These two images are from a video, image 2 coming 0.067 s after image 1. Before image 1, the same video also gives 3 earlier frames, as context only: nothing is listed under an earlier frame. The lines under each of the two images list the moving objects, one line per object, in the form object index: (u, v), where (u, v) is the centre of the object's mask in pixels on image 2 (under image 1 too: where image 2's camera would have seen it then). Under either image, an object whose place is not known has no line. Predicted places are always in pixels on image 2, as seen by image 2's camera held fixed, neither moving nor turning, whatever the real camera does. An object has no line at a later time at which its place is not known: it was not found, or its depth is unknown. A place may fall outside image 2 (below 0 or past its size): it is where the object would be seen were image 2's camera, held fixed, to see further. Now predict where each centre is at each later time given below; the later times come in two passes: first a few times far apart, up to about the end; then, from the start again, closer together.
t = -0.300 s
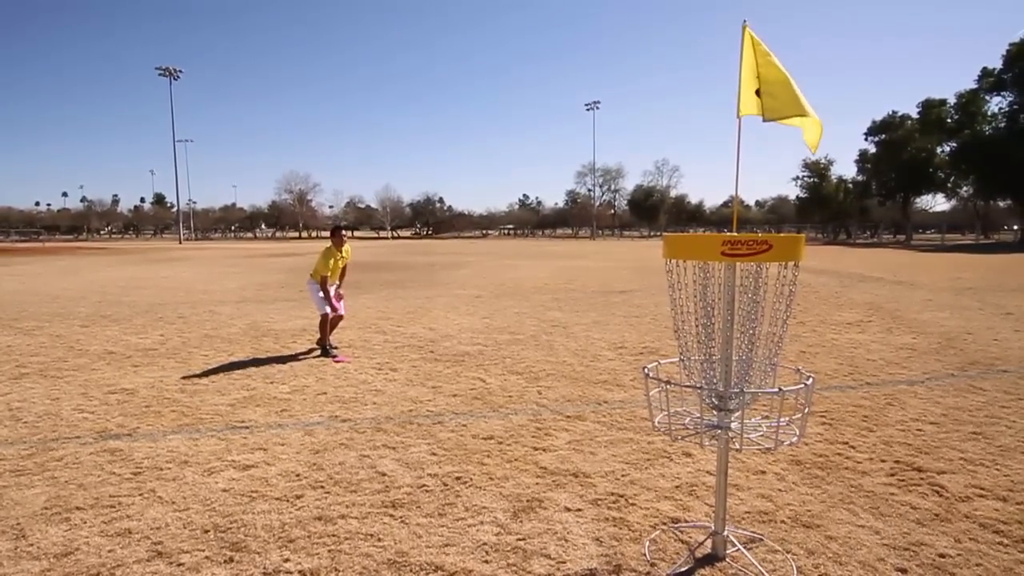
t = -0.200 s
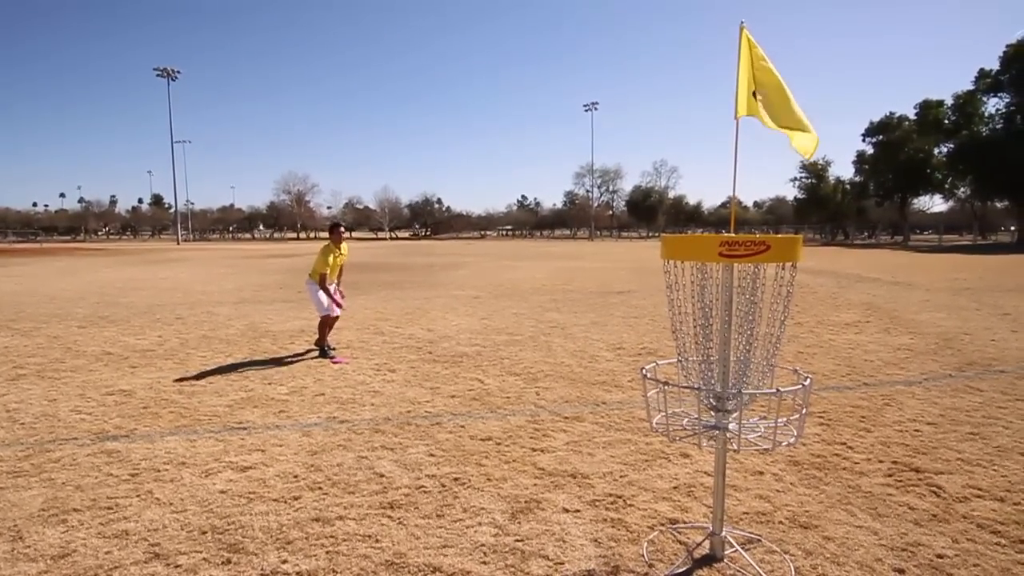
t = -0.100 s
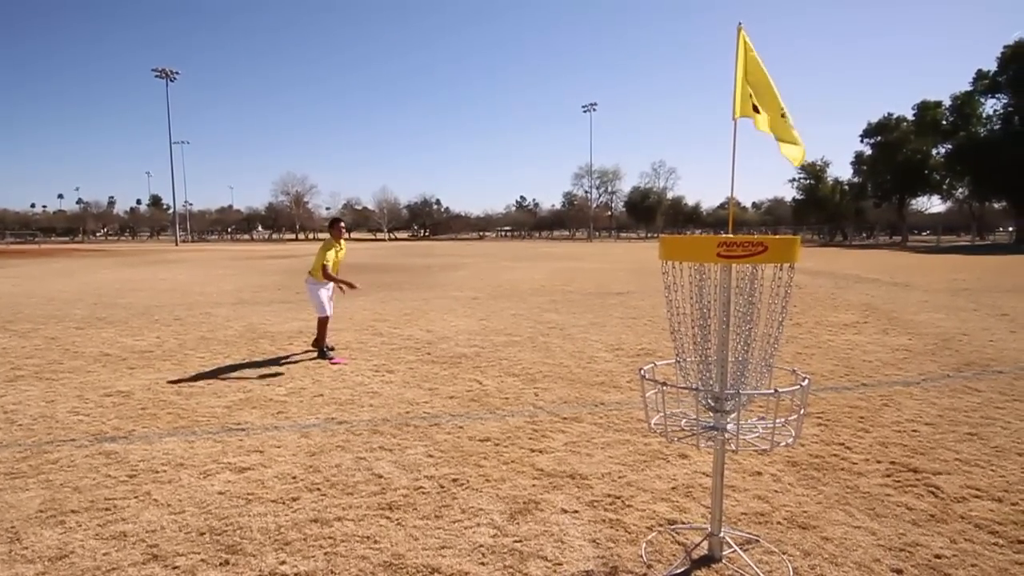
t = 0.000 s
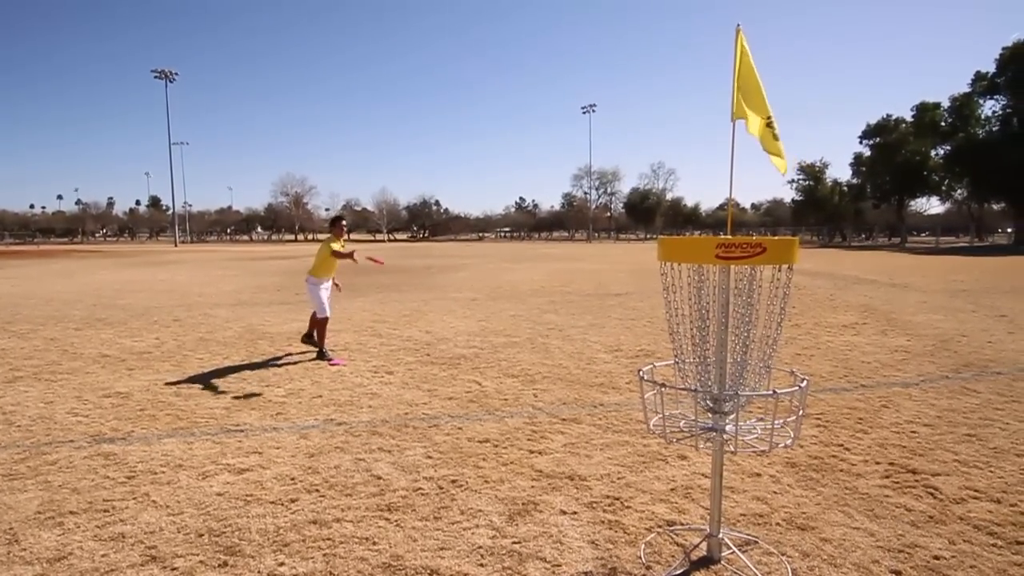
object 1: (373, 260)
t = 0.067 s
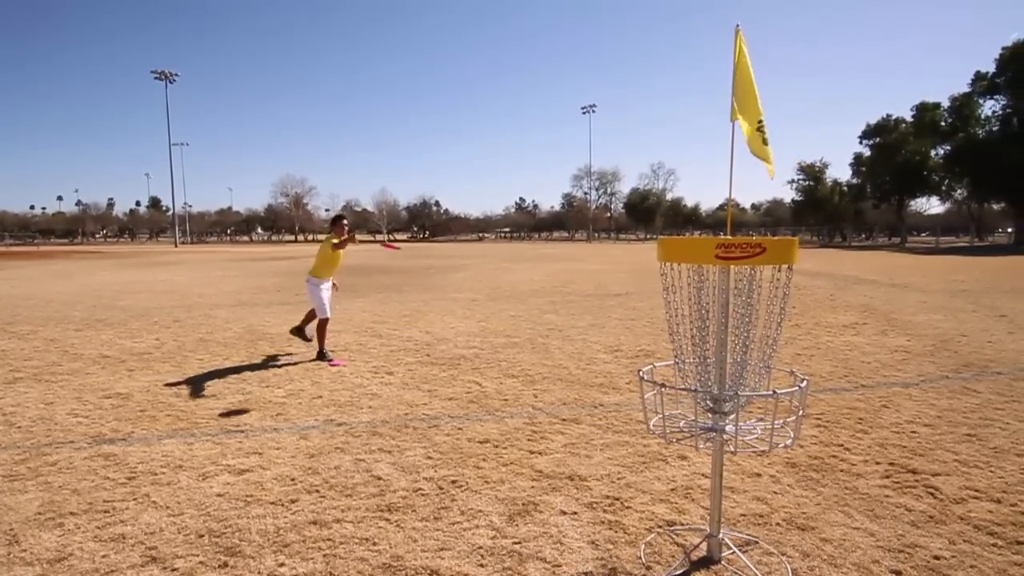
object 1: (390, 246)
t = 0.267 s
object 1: (451, 226)
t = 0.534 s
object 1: (613, 290)
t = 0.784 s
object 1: (698, 370)
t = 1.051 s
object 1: (668, 400)
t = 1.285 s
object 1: (657, 407)
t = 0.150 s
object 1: (413, 233)
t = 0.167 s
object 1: (417, 231)
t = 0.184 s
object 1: (422, 229)
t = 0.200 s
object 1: (426, 228)
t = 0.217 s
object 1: (433, 227)
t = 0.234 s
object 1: (438, 227)
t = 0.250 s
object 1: (446, 227)
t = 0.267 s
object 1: (451, 226)
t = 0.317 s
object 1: (472, 229)
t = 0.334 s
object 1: (479, 230)
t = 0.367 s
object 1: (496, 235)
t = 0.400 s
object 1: (515, 242)
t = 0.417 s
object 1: (523, 245)
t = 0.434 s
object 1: (535, 250)
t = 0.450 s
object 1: (546, 255)
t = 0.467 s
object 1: (558, 261)
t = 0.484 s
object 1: (570, 267)
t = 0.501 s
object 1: (584, 274)
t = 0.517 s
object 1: (598, 282)
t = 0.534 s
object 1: (613, 290)
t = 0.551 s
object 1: (629, 300)
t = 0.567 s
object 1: (644, 310)
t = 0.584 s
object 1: (661, 320)
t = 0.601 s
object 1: (671, 328)
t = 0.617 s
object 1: (678, 334)
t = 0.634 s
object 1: (685, 338)
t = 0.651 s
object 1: (690, 342)
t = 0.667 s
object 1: (694, 345)
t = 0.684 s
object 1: (695, 346)
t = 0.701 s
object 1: (695, 349)
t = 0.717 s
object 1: (695, 352)
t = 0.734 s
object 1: (696, 356)
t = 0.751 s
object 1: (696, 360)
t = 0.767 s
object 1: (696, 366)
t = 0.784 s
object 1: (698, 370)
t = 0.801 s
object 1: (697, 377)
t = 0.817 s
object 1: (698, 382)
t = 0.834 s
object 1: (697, 388)
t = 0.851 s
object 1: (695, 395)
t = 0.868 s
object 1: (693, 402)
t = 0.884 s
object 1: (689, 407)
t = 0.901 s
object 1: (688, 403)
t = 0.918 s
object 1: (687, 400)
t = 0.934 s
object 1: (685, 398)
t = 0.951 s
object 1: (682, 396)
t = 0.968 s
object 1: (678, 396)
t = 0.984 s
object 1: (676, 396)
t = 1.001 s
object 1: (673, 396)
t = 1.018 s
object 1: (671, 397)
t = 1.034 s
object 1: (669, 399)
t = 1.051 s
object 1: (668, 400)
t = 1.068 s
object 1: (667, 401)
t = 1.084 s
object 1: (666, 403)
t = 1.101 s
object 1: (665, 406)
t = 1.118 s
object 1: (664, 406)
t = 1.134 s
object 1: (662, 407)
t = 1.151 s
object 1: (661, 406)
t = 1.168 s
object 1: (660, 406)
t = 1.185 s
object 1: (660, 406)
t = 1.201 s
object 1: (659, 407)
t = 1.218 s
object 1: (659, 407)
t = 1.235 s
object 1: (658, 407)
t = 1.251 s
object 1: (658, 407)
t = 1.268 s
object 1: (657, 407)
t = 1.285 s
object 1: (657, 407)
